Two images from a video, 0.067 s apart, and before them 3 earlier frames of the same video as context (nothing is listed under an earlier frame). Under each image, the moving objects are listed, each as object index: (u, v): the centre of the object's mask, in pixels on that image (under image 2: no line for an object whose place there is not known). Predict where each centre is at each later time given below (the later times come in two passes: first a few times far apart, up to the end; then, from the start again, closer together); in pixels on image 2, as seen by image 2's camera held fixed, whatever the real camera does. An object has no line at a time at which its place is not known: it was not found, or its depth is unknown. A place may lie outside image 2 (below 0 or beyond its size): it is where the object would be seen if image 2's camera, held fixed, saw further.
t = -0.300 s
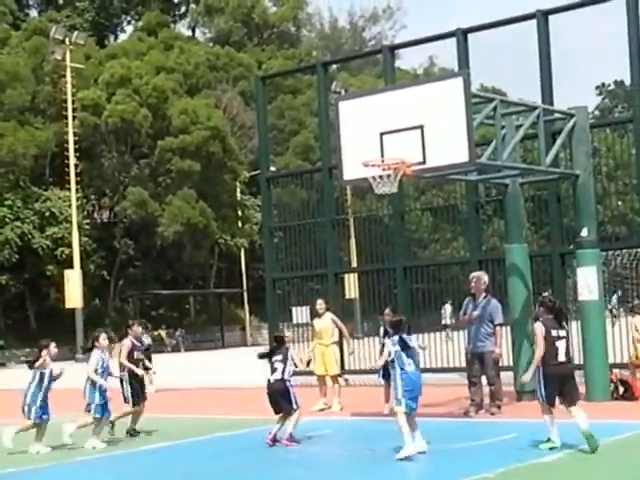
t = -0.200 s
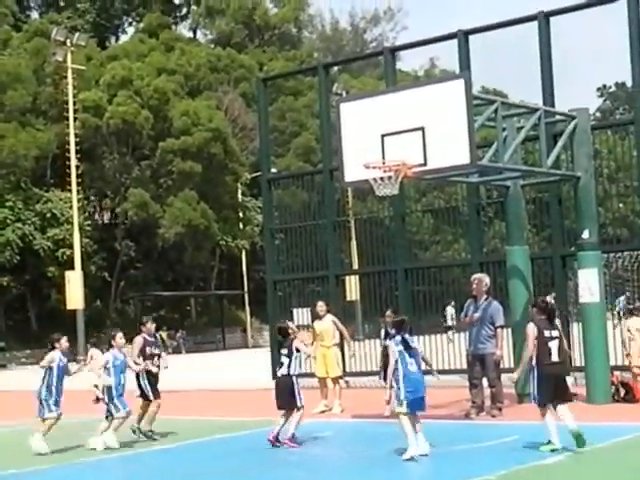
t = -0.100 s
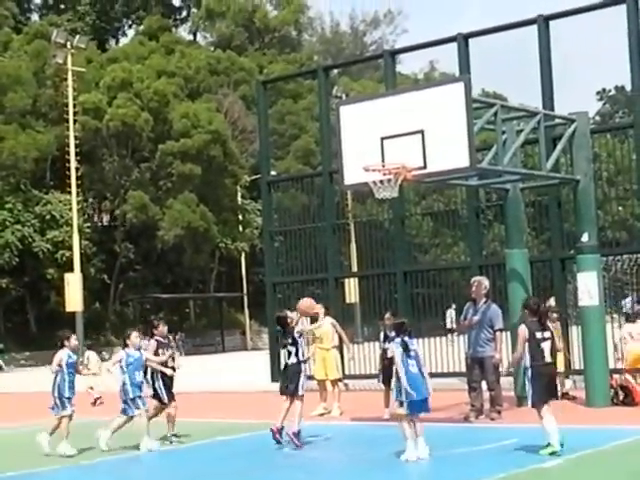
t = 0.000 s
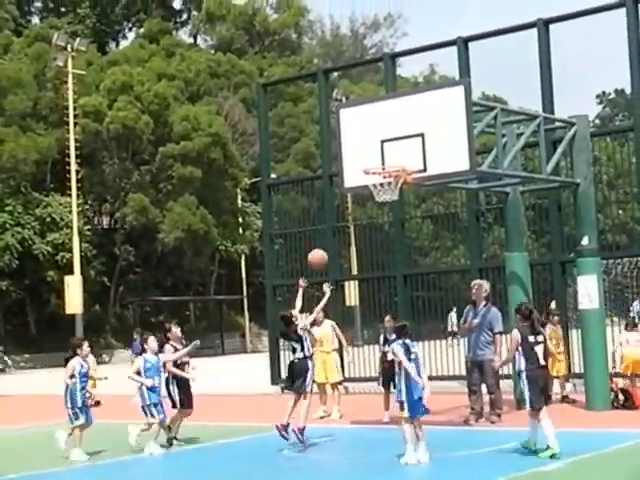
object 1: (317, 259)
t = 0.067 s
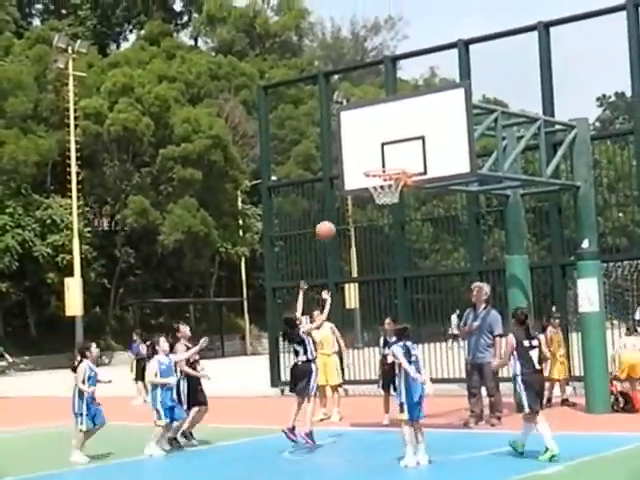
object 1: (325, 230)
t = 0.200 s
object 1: (340, 182)
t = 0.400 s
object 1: (364, 140)
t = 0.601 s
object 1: (359, 140)
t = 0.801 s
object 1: (351, 174)
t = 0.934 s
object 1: (347, 217)
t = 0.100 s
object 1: (329, 217)
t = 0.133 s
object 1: (333, 204)
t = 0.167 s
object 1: (336, 193)
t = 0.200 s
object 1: (340, 182)
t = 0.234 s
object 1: (344, 174)
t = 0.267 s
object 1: (348, 165)
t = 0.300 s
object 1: (352, 158)
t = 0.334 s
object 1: (356, 151)
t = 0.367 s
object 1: (360, 145)
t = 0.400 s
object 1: (364, 140)
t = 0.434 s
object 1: (366, 138)
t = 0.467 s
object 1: (364, 136)
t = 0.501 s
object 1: (363, 136)
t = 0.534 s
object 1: (361, 136)
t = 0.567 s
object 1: (360, 137)
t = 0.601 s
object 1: (359, 140)
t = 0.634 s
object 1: (357, 143)
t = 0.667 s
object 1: (356, 147)
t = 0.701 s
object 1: (355, 152)
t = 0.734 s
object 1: (354, 159)
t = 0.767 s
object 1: (352, 166)
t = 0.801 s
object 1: (351, 174)
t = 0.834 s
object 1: (350, 183)
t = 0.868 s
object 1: (349, 194)
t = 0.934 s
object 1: (347, 217)
